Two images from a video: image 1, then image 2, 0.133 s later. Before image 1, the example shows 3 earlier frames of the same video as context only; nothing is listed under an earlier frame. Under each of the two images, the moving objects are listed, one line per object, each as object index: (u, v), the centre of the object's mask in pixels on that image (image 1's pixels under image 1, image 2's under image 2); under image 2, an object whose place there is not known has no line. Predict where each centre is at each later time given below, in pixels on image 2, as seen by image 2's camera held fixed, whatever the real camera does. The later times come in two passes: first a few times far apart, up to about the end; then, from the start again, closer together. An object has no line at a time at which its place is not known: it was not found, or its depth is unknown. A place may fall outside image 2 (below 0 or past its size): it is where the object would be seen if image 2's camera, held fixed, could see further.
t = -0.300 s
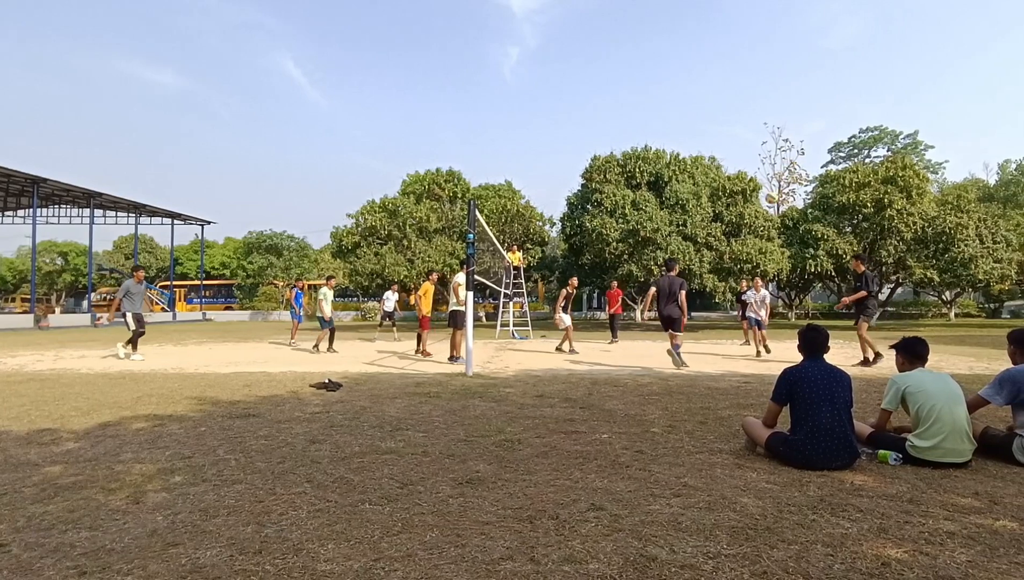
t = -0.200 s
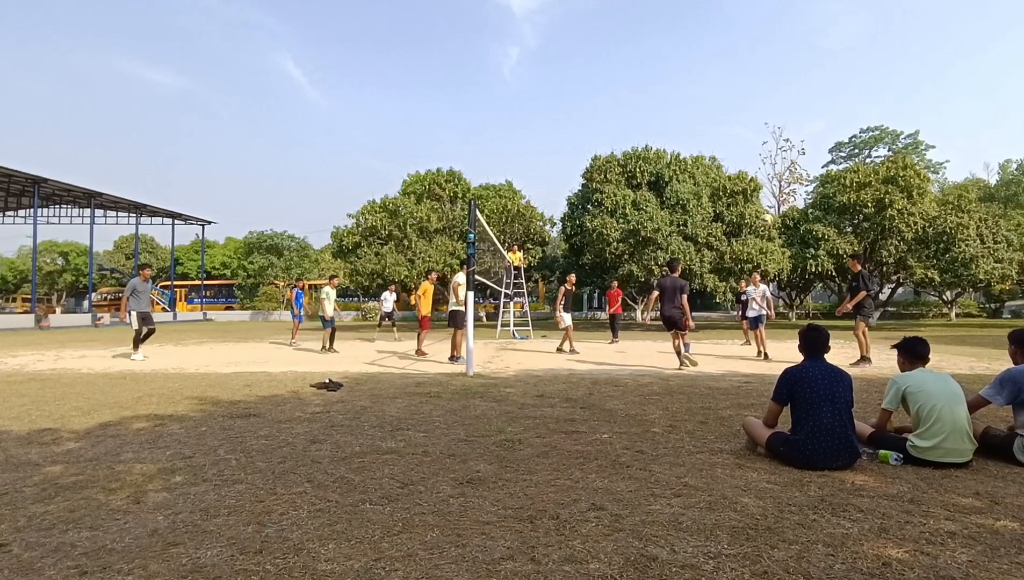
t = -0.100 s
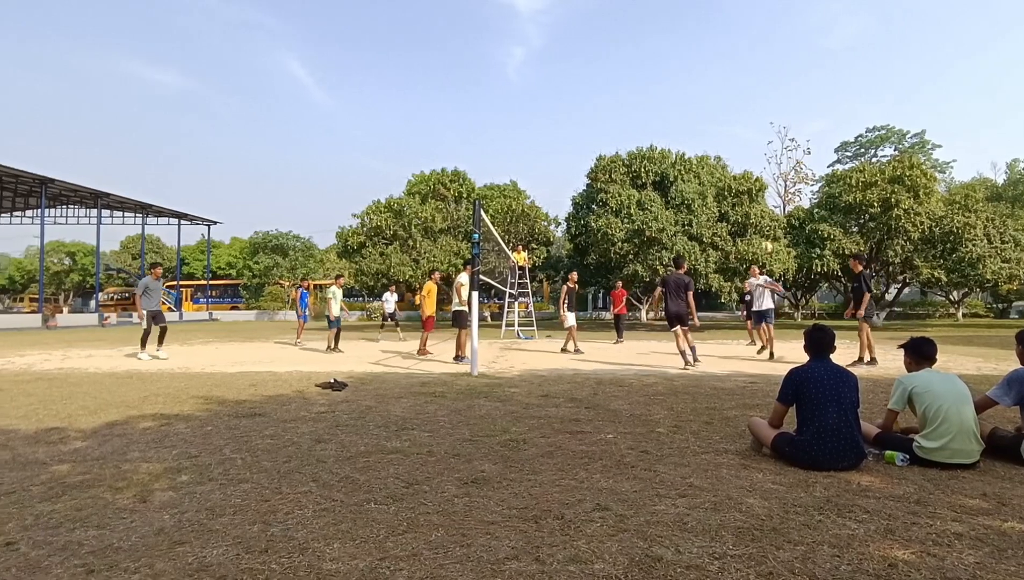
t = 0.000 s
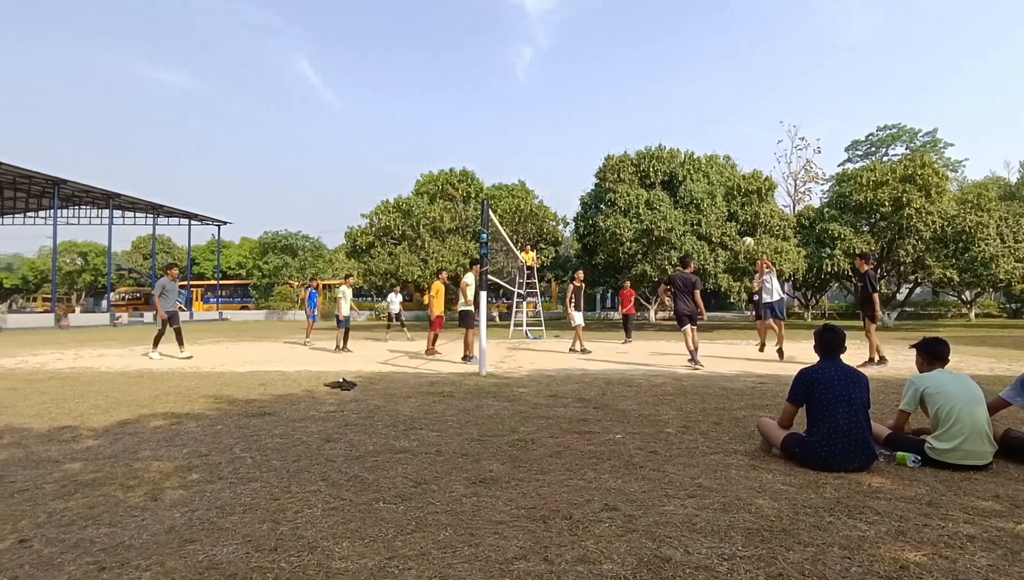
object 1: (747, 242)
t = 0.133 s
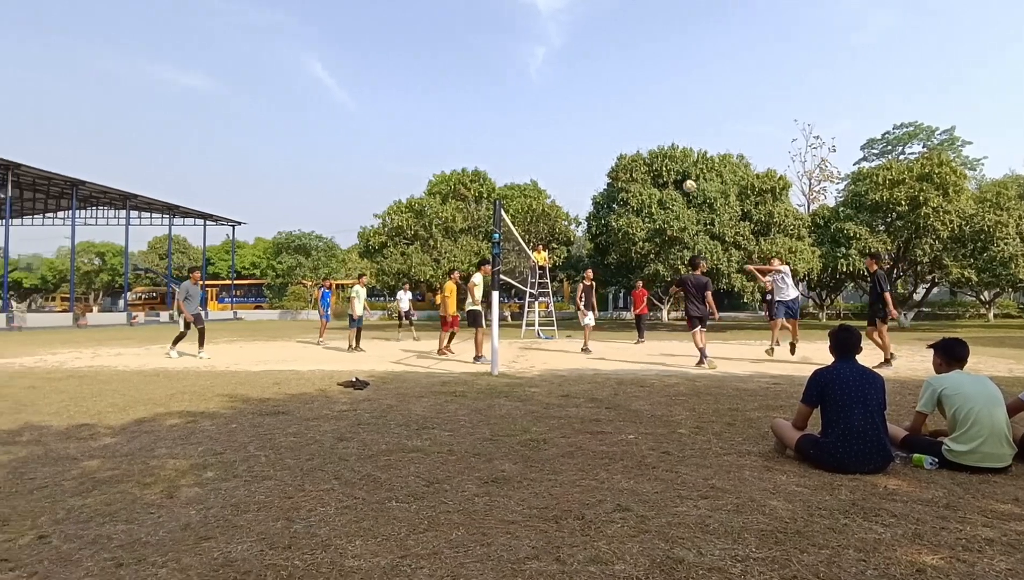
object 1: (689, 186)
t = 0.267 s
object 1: (623, 143)
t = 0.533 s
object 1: (505, 91)
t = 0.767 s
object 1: (417, 80)
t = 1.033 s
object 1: (332, 101)
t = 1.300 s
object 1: (258, 151)
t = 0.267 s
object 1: (623, 143)
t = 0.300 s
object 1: (607, 134)
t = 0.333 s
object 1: (591, 126)
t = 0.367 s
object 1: (576, 118)
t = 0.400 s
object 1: (562, 111)
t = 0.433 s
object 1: (547, 105)
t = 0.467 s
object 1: (533, 100)
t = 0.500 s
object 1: (519, 95)
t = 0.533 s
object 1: (505, 91)
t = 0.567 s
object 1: (492, 88)
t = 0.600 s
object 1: (479, 85)
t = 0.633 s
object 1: (466, 83)
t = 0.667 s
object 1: (453, 81)
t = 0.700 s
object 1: (441, 80)
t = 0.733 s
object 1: (429, 80)
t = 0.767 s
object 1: (417, 80)
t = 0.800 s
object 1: (406, 81)
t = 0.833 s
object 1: (394, 82)
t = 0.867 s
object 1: (383, 84)
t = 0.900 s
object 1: (372, 87)
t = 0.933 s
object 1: (362, 89)
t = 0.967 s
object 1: (351, 93)
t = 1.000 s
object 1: (341, 97)
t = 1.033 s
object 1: (332, 101)
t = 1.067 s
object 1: (322, 106)
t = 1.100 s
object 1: (312, 111)
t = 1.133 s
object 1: (303, 117)
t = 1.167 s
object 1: (293, 123)
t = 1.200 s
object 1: (285, 129)
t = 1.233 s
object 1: (276, 136)
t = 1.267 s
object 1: (267, 143)
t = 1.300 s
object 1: (258, 151)
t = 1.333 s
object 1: (250, 158)
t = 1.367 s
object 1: (242, 167)
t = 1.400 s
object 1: (234, 175)
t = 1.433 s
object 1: (226, 184)
